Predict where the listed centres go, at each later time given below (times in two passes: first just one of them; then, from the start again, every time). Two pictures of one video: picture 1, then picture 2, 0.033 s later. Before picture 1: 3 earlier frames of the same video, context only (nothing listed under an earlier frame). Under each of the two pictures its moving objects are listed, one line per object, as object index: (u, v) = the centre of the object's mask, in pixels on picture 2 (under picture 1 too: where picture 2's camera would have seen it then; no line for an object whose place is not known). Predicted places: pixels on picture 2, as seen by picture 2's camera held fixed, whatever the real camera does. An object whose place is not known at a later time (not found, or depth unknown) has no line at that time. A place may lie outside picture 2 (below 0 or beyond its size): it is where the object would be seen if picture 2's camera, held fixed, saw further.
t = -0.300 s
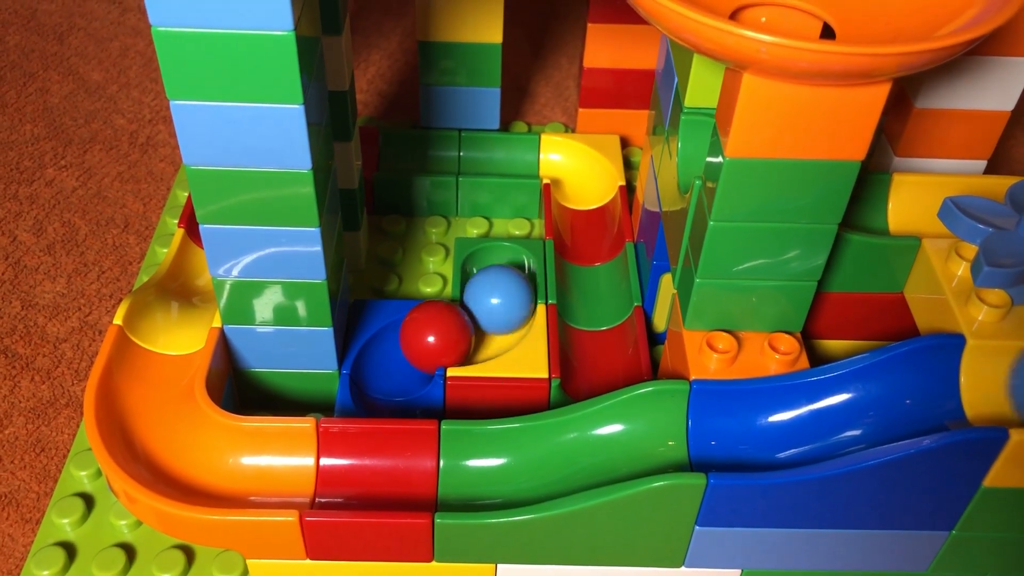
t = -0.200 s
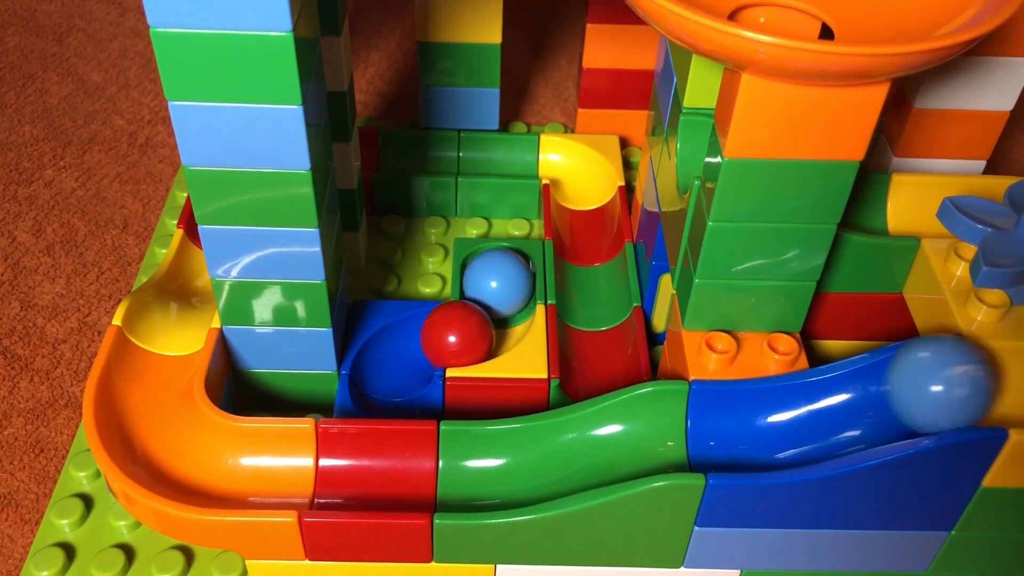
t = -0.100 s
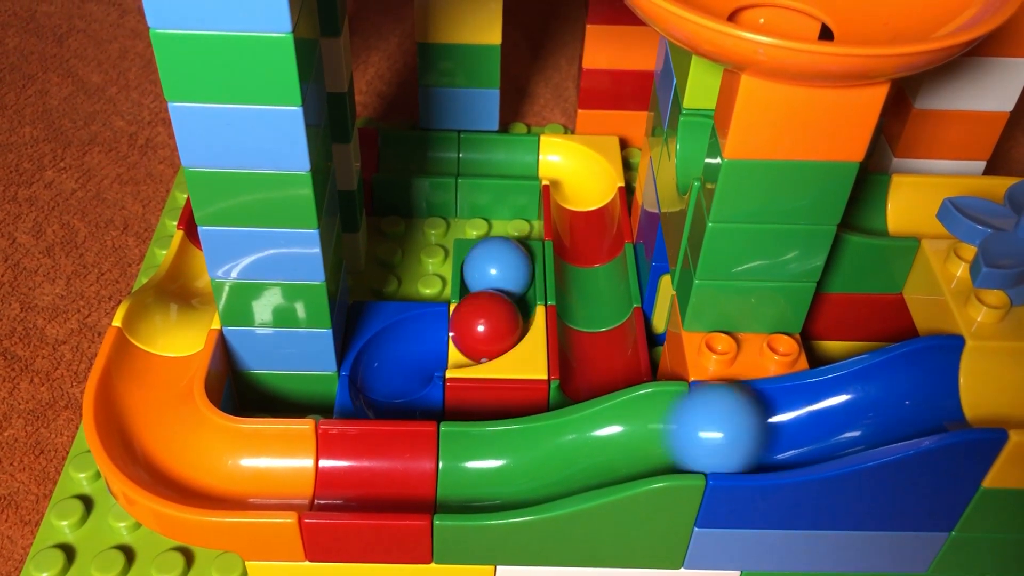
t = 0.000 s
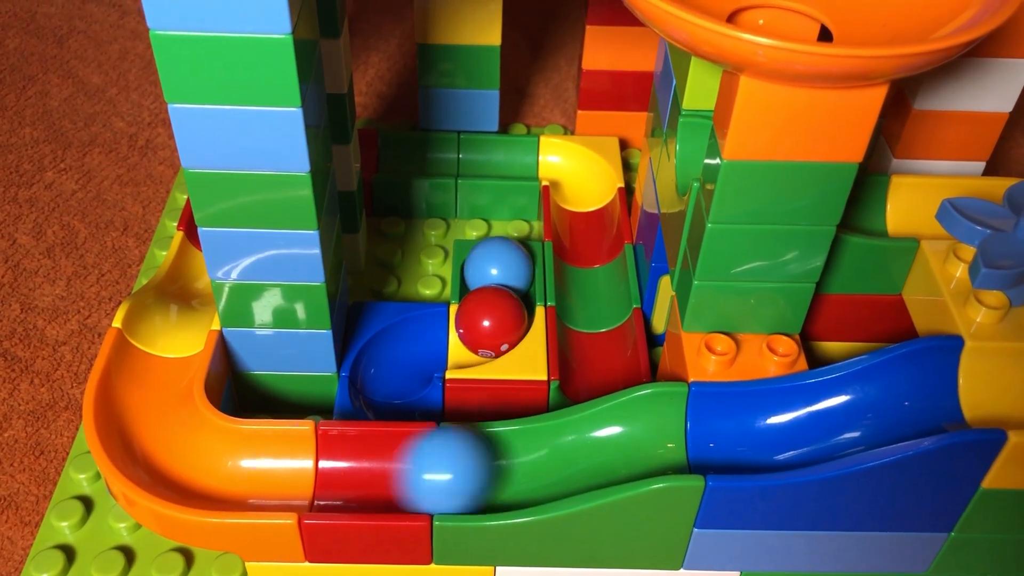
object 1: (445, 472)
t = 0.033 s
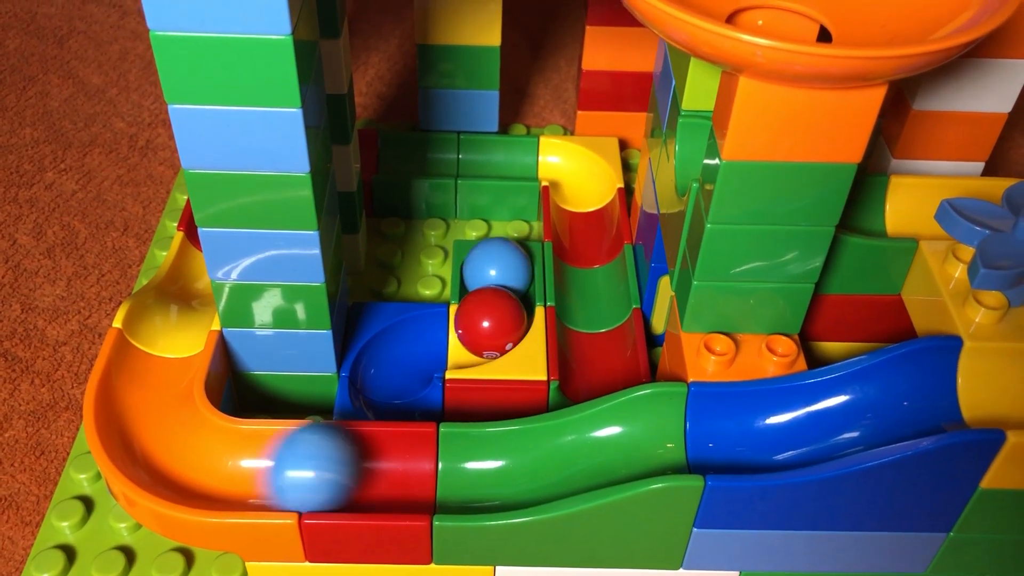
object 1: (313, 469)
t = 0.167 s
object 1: (174, 302)
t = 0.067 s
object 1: (220, 467)
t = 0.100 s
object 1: (142, 414)
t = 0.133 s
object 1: (149, 365)
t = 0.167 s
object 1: (174, 302)
